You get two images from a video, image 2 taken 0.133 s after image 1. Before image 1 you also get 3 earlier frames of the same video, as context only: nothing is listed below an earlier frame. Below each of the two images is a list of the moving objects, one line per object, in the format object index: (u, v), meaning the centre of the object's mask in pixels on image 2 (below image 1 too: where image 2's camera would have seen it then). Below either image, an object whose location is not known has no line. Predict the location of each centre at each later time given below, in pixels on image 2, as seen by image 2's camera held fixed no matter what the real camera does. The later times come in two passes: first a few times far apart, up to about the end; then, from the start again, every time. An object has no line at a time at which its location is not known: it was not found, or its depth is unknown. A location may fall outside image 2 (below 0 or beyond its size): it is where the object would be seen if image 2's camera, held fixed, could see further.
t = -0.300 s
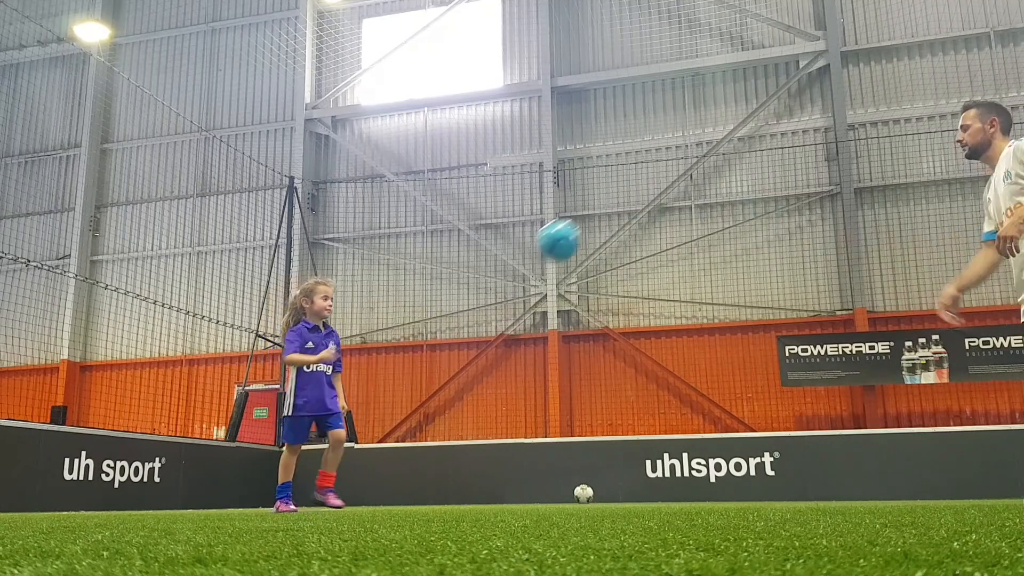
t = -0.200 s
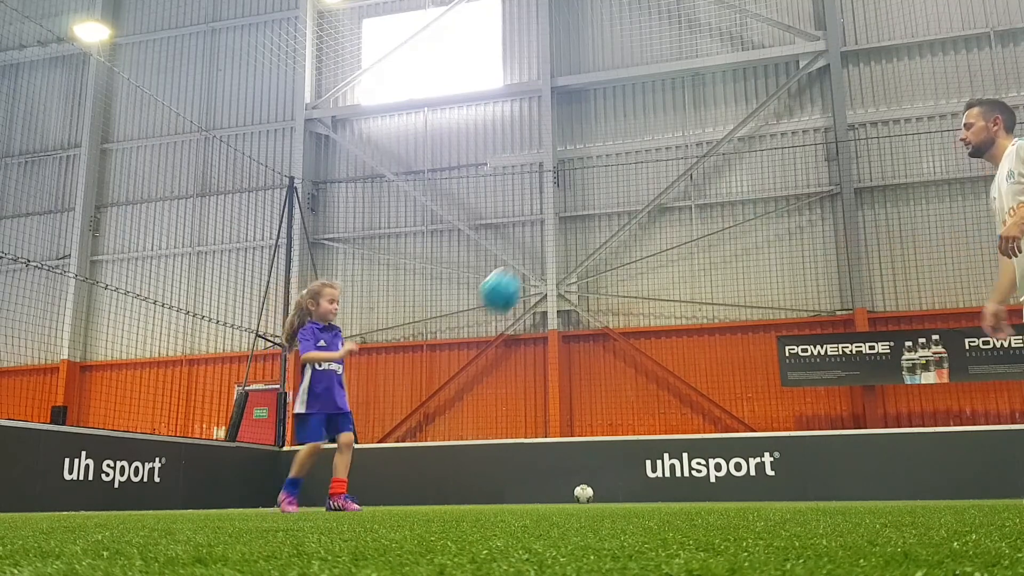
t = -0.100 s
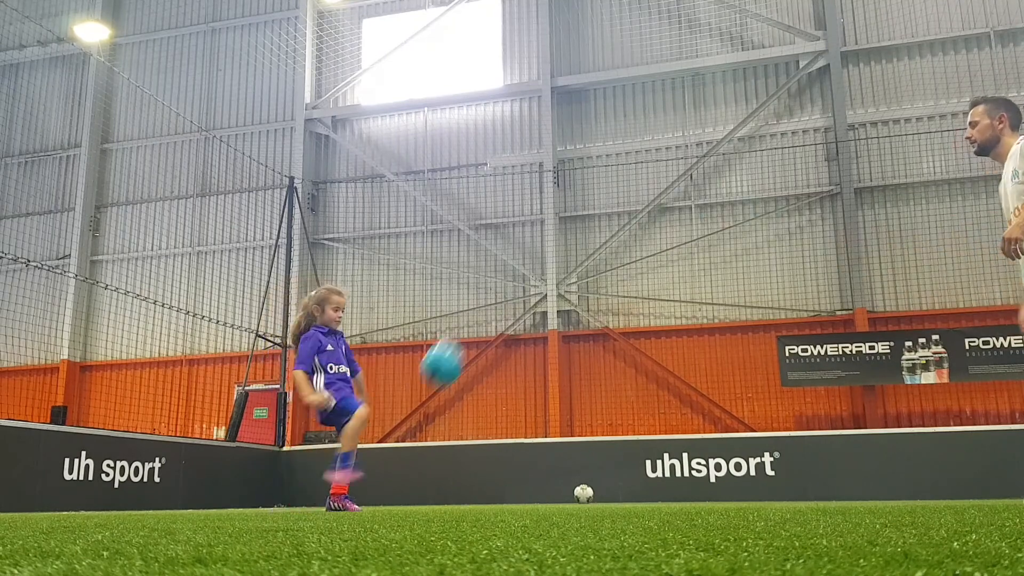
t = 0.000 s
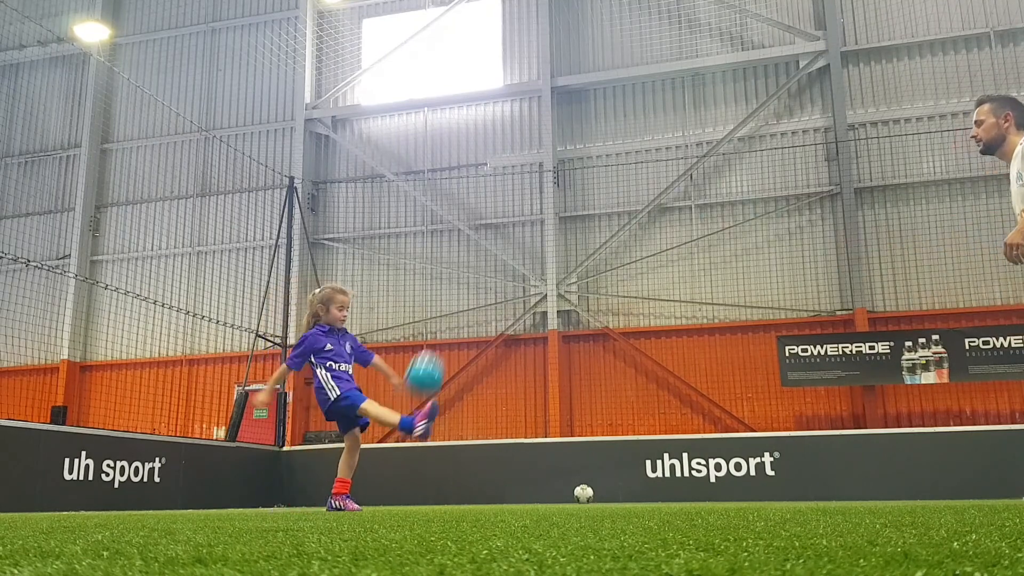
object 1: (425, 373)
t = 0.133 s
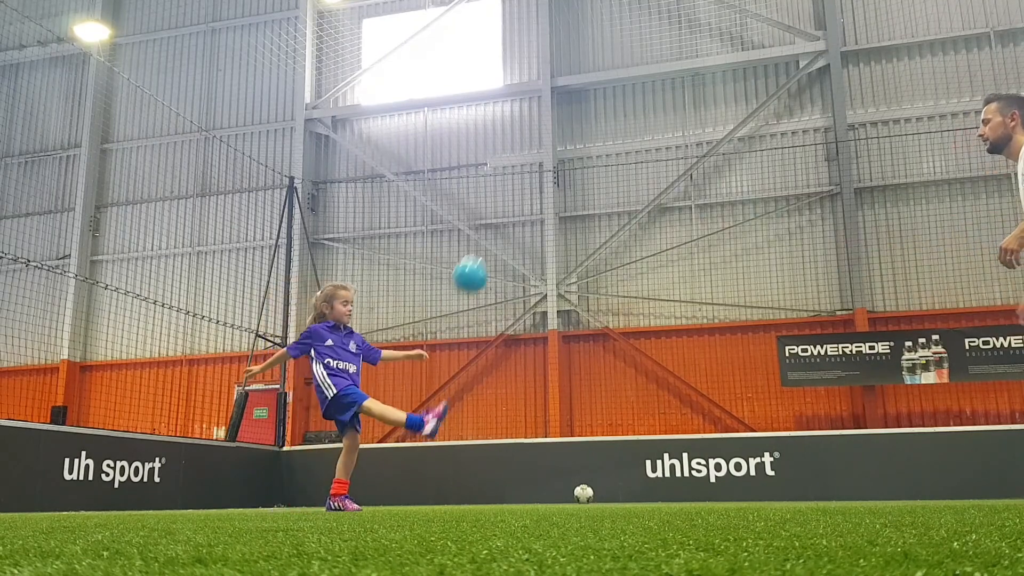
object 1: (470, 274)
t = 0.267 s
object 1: (506, 221)
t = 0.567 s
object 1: (569, 214)
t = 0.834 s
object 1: (615, 303)
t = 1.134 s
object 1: (662, 491)
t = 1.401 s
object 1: (653, 408)
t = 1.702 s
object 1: (647, 409)
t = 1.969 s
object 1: (646, 486)
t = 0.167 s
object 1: (480, 257)
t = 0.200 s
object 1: (489, 242)
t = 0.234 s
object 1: (498, 230)
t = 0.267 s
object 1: (506, 221)
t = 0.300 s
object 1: (515, 213)
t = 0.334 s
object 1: (523, 207)
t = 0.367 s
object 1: (530, 203)
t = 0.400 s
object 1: (537, 201)
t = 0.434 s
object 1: (544, 201)
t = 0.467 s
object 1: (551, 202)
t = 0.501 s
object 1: (557, 204)
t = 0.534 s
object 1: (564, 209)
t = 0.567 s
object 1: (569, 214)
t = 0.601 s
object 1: (575, 220)
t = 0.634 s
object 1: (581, 228)
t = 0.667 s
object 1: (587, 238)
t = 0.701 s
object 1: (593, 249)
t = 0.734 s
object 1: (599, 261)
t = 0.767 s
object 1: (603, 274)
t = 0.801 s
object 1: (609, 287)
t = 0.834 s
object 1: (615, 303)
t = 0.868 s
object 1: (619, 319)
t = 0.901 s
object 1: (625, 339)
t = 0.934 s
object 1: (631, 355)
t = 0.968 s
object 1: (636, 375)
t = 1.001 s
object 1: (641, 396)
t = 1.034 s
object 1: (647, 418)
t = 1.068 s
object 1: (652, 442)
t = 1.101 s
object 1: (657, 464)
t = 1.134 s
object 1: (662, 491)
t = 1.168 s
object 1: (662, 482)
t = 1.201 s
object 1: (659, 464)
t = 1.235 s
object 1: (658, 451)
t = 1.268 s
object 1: (657, 440)
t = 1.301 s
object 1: (656, 429)
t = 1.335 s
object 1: (655, 421)
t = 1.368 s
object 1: (654, 414)
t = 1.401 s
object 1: (653, 408)
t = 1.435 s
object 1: (652, 403)
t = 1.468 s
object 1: (651, 400)
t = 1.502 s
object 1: (650, 398)
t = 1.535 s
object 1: (649, 397)
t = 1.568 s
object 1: (649, 397)
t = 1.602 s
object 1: (648, 399)
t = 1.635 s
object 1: (647, 401)
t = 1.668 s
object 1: (647, 405)
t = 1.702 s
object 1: (647, 409)
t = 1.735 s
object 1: (646, 415)
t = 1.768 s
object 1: (646, 422)
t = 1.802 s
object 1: (646, 430)
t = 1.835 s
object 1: (646, 439)
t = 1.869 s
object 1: (646, 450)
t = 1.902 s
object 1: (646, 460)
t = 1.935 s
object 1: (646, 473)
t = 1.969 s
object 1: (646, 486)
